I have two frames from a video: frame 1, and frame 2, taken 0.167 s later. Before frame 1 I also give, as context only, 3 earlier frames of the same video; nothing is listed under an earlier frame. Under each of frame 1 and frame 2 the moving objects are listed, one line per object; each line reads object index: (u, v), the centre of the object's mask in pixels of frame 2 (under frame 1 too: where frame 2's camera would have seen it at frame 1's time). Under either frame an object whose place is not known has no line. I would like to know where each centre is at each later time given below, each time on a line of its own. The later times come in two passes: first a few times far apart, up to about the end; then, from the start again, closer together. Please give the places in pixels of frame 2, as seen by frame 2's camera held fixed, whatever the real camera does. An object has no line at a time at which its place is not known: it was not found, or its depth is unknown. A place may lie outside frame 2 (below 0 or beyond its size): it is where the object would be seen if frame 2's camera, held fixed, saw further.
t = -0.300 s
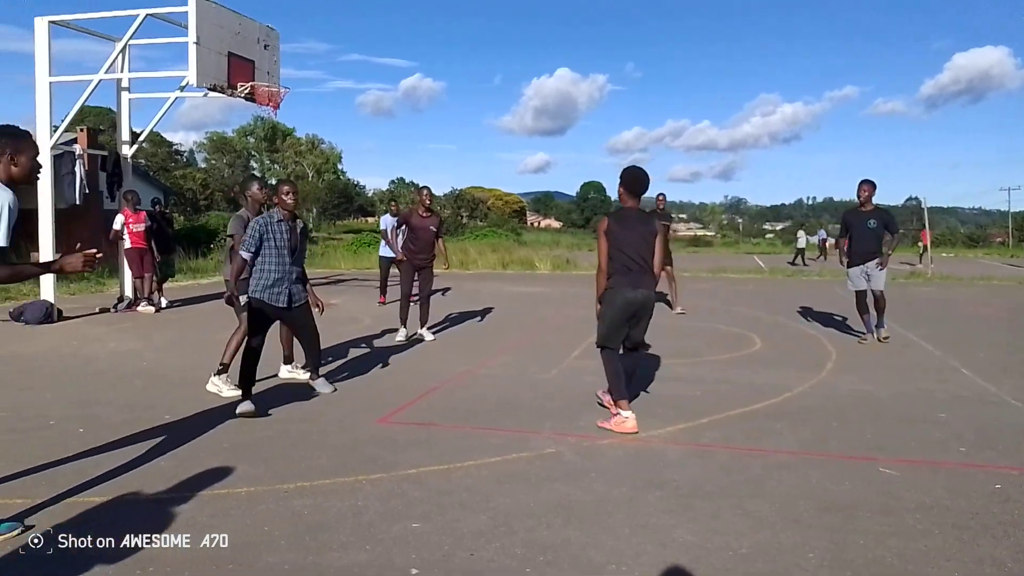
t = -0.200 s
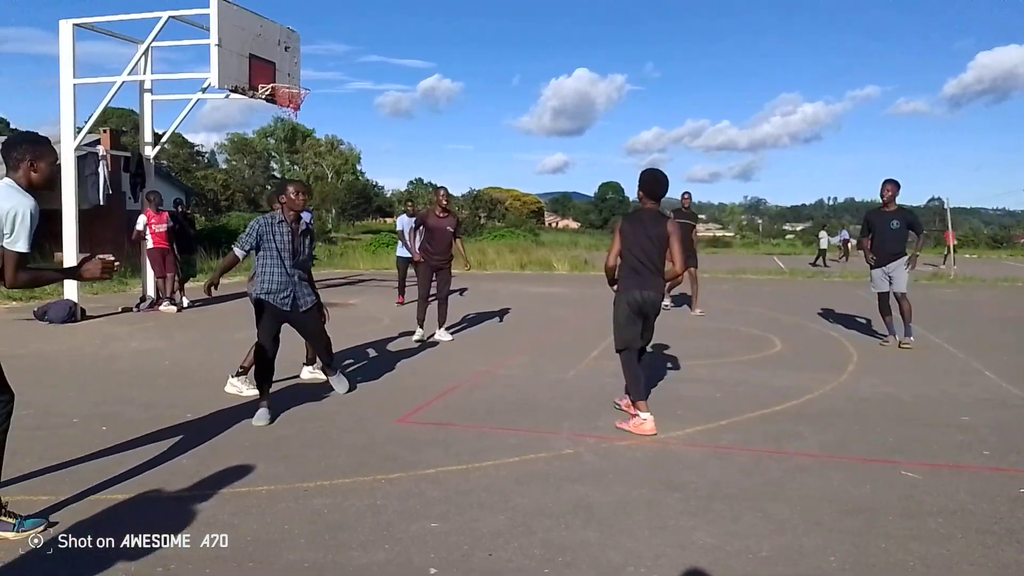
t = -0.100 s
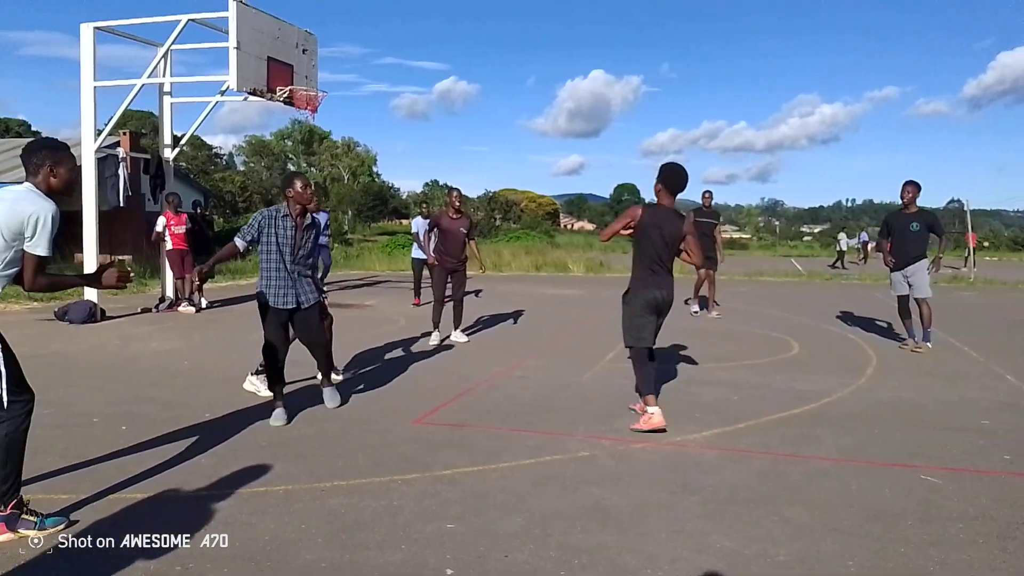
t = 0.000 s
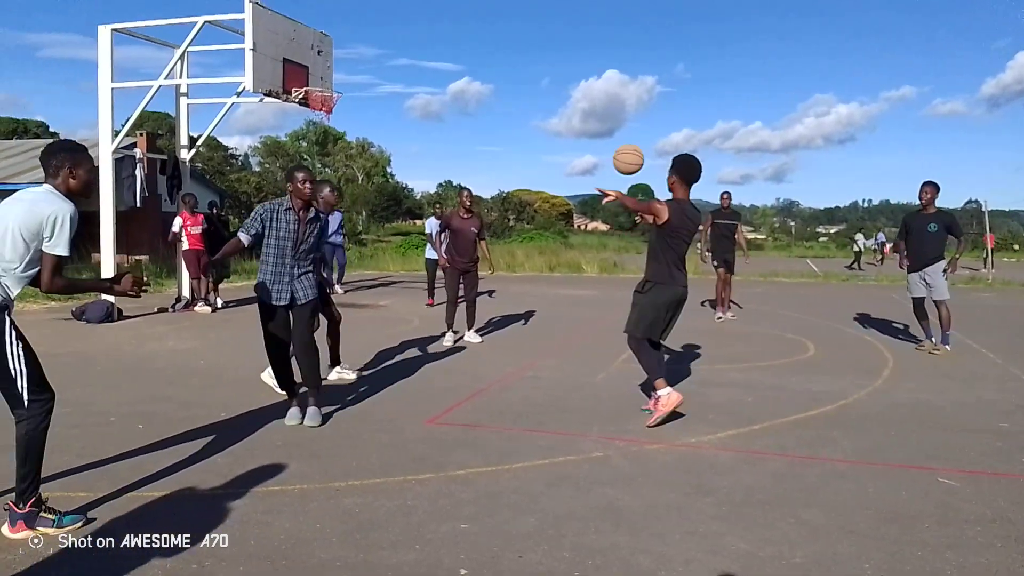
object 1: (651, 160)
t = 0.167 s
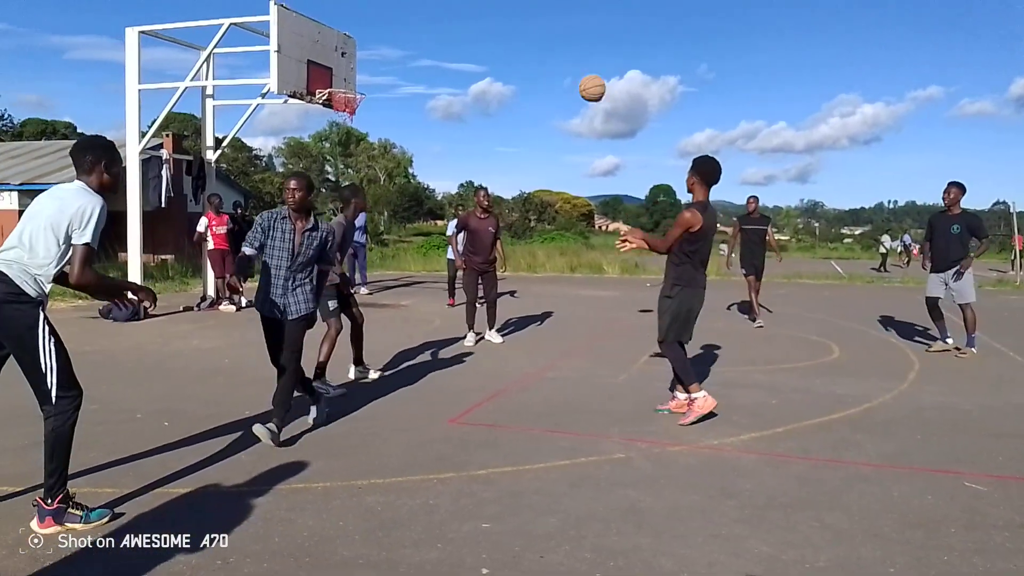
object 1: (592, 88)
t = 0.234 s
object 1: (574, 72)
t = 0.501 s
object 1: (518, 58)
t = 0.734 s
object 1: (484, 87)
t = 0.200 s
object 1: (583, 79)
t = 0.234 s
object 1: (574, 72)
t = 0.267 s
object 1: (565, 66)
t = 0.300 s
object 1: (557, 62)
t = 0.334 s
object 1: (550, 58)
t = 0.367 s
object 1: (543, 56)
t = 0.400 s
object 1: (536, 56)
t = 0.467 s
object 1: (524, 56)
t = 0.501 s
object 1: (518, 58)
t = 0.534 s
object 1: (512, 60)
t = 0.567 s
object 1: (507, 63)
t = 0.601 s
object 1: (502, 66)
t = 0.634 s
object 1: (497, 71)
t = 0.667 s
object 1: (493, 75)
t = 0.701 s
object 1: (488, 81)
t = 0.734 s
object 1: (484, 87)
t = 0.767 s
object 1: (480, 93)
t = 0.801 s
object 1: (476, 100)
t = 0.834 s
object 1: (472, 108)
